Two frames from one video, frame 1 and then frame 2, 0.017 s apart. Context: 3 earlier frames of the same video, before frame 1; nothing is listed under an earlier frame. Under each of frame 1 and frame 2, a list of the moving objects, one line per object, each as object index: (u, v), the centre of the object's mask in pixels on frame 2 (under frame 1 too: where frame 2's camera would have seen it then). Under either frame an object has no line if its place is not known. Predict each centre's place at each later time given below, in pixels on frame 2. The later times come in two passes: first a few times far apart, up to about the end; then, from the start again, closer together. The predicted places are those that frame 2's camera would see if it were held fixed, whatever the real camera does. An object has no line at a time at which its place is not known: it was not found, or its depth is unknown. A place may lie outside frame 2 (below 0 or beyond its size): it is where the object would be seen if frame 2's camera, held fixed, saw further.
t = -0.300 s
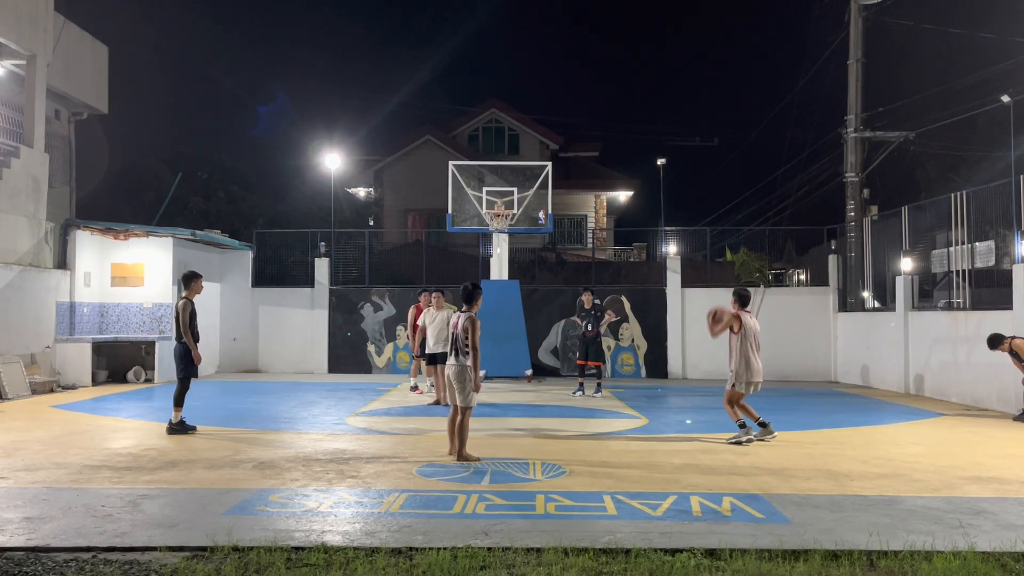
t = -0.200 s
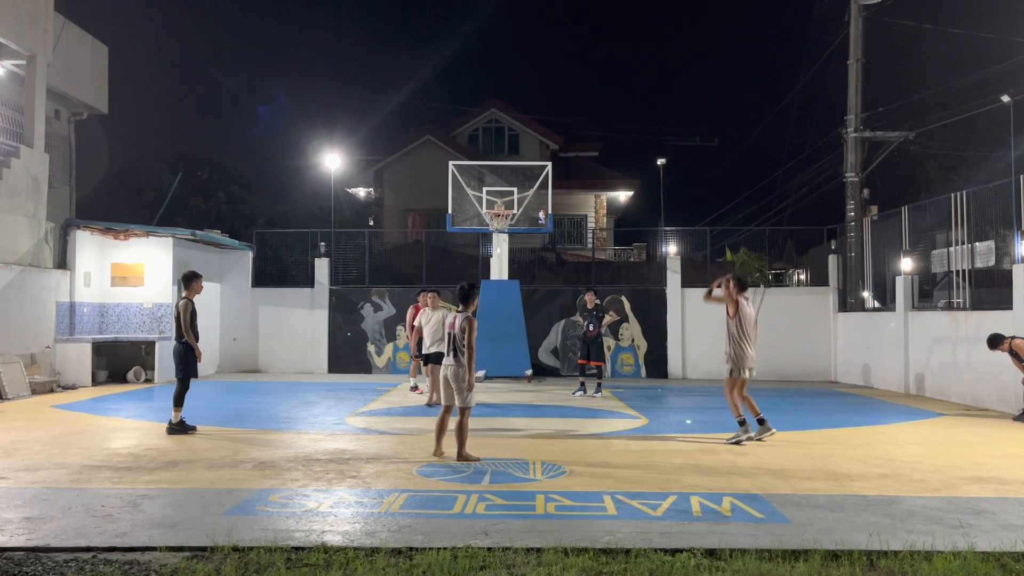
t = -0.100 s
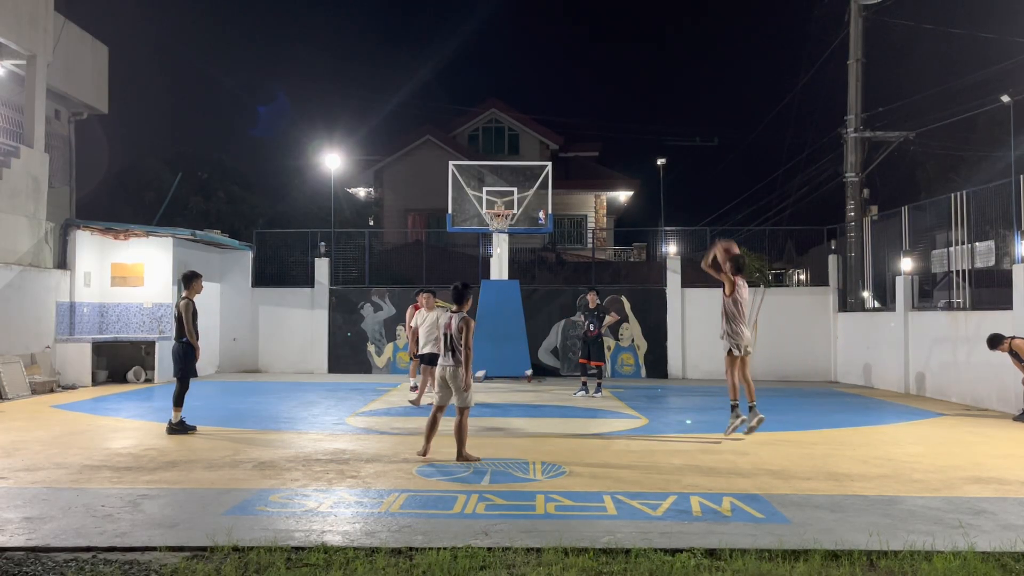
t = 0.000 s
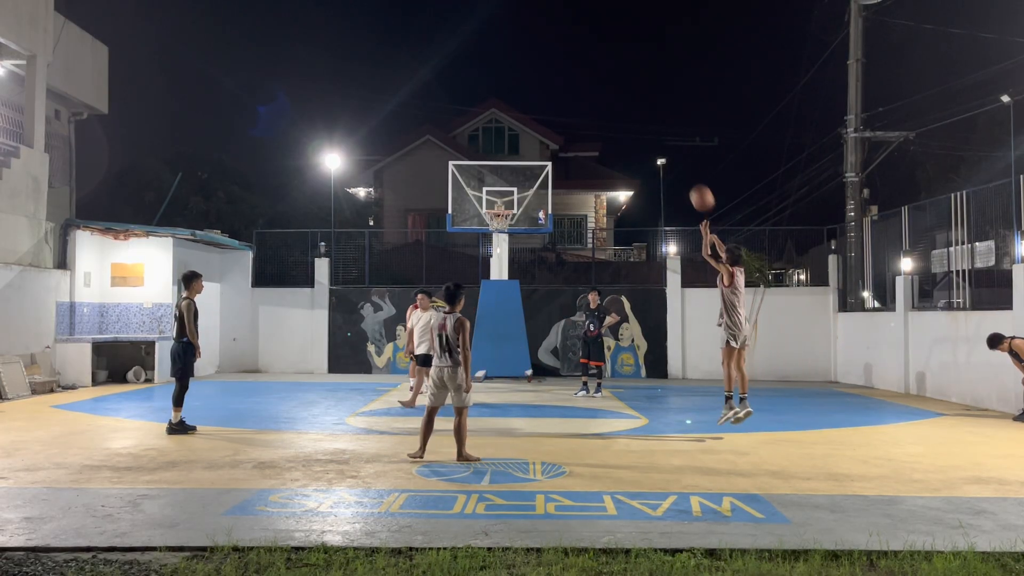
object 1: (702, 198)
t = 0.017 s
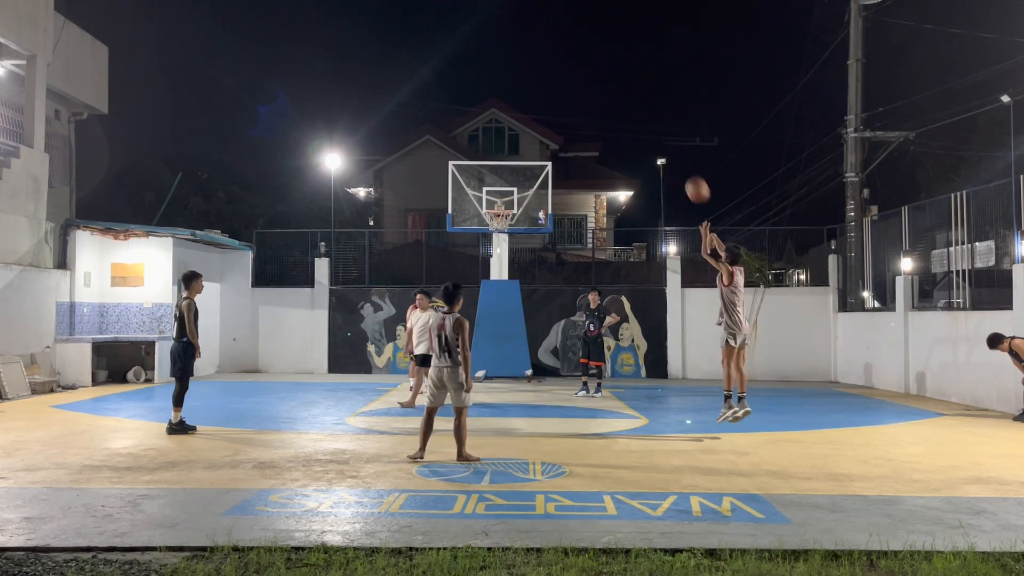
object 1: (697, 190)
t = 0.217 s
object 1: (648, 118)
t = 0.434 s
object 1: (604, 87)
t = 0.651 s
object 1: (568, 92)
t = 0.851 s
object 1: (540, 122)
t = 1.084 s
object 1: (513, 180)
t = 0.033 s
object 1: (693, 182)
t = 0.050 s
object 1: (688, 174)
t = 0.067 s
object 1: (684, 167)
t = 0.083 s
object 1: (680, 160)
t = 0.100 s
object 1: (676, 154)
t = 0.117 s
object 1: (671, 148)
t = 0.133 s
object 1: (667, 142)
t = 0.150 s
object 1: (663, 137)
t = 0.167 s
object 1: (659, 132)
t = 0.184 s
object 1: (655, 127)
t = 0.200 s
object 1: (652, 123)
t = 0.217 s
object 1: (648, 118)
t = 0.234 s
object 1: (644, 114)
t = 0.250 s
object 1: (641, 111)
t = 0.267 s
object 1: (637, 107)
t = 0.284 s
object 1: (634, 104)
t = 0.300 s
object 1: (630, 101)
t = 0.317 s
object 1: (627, 99)
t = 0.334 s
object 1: (623, 96)
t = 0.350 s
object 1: (620, 94)
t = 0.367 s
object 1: (617, 92)
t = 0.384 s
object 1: (614, 91)
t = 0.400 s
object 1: (611, 89)
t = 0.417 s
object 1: (607, 88)
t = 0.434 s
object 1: (604, 87)
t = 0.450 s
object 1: (601, 86)
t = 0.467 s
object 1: (598, 86)
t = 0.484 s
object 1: (595, 85)
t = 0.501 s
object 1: (592, 85)
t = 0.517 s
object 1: (590, 85)
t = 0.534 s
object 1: (587, 85)
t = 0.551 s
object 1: (584, 86)
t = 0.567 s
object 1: (581, 86)
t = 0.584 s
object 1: (579, 87)
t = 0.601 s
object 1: (576, 88)
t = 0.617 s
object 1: (573, 89)
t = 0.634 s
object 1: (571, 91)
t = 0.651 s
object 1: (568, 92)
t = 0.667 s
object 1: (566, 94)
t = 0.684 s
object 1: (563, 96)
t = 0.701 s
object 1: (561, 98)
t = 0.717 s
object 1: (558, 100)
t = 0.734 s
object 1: (556, 102)
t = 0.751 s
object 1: (554, 104)
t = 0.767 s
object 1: (552, 107)
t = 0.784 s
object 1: (549, 110)
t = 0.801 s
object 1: (547, 113)
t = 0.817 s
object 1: (545, 116)
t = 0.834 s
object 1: (543, 119)
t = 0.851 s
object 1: (540, 122)
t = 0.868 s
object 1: (538, 125)
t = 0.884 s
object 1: (536, 129)
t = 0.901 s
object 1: (534, 133)
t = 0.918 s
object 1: (532, 137)
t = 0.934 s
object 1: (530, 140)
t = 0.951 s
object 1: (528, 145)
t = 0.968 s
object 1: (525, 149)
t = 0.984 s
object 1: (524, 153)
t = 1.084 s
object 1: (513, 180)
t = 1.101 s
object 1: (511, 184)
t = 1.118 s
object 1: (508, 190)
